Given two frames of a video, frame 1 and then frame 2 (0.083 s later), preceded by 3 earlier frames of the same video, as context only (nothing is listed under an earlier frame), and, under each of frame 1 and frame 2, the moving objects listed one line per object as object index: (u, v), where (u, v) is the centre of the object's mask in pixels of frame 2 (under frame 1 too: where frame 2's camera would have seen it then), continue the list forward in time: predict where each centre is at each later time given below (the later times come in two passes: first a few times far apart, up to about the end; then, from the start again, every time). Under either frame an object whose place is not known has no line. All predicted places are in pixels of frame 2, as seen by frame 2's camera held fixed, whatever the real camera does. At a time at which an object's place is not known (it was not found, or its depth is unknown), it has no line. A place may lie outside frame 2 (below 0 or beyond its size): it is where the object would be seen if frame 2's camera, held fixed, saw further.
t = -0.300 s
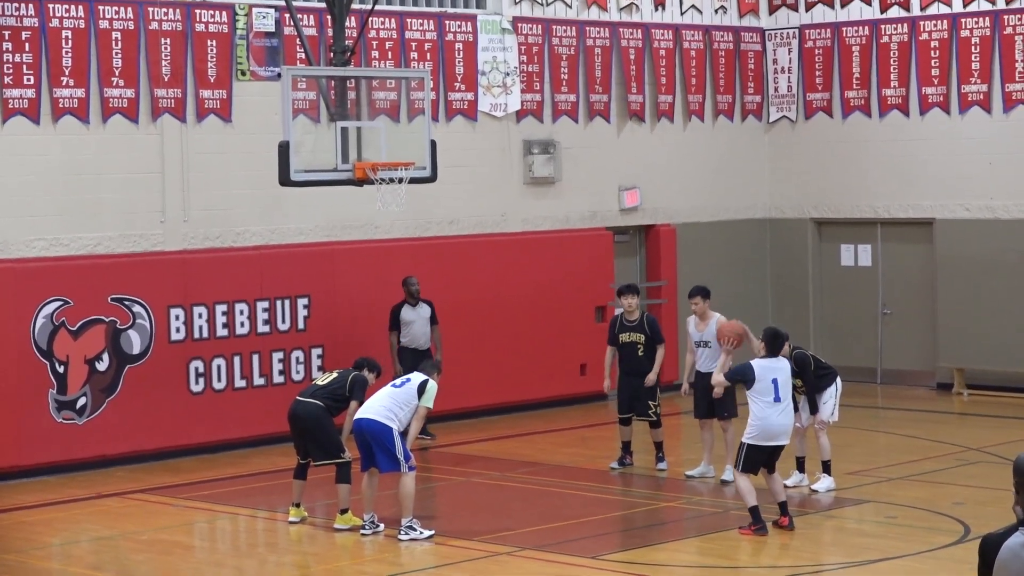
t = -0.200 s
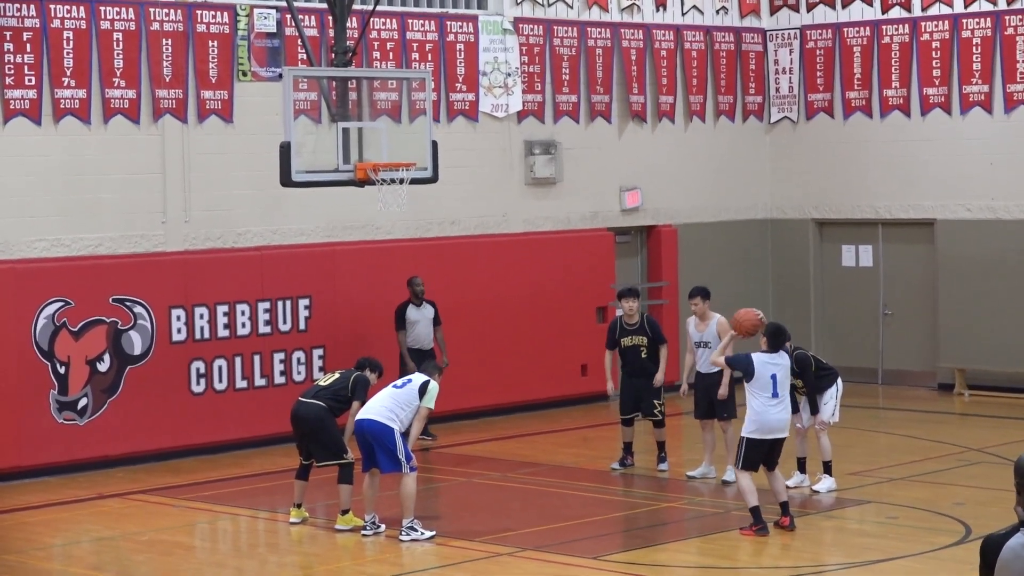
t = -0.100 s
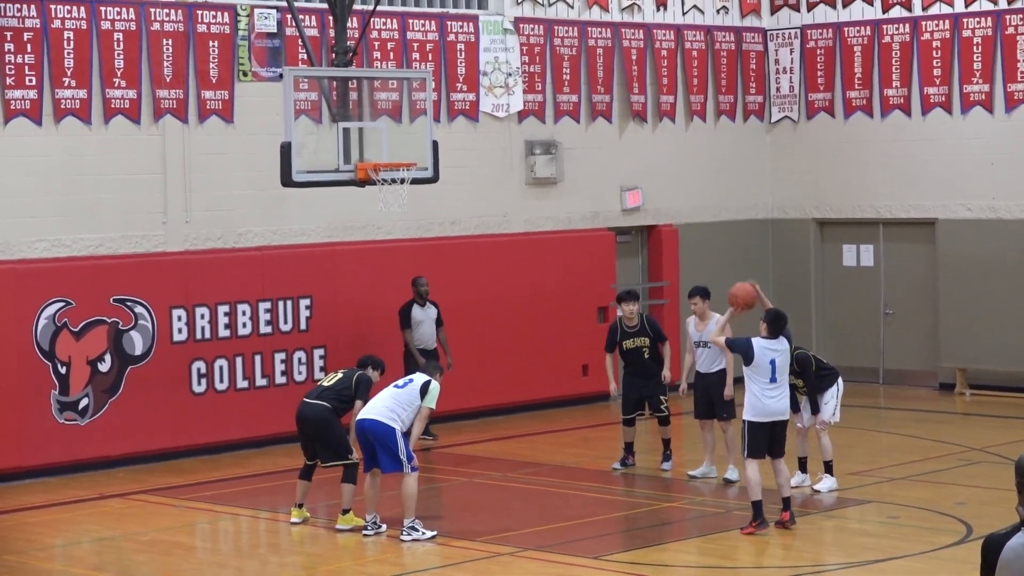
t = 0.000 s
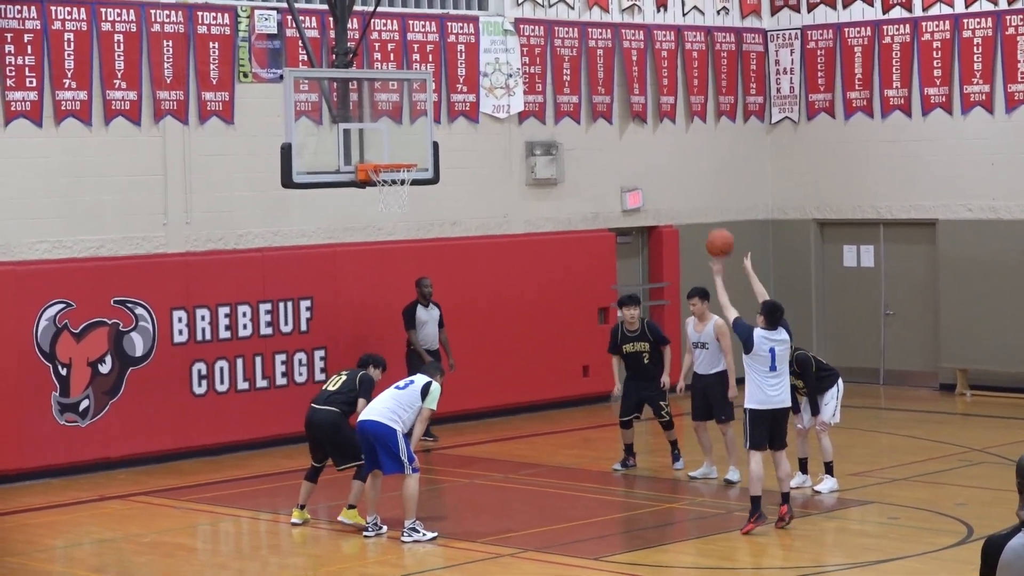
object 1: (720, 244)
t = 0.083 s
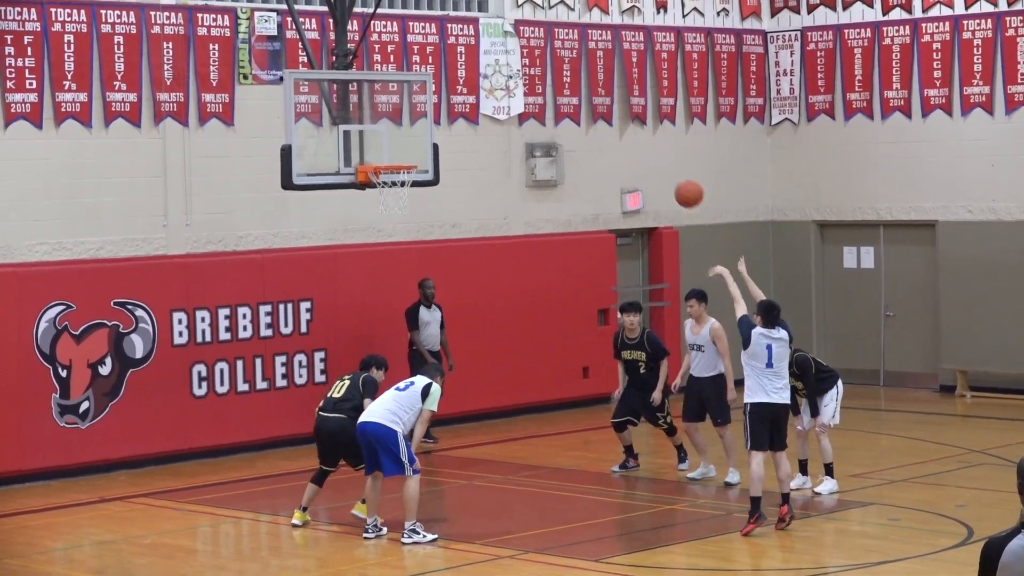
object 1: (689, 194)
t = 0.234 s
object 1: (635, 124)
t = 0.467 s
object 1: (559, 70)
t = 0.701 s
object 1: (489, 79)
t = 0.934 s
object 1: (425, 142)
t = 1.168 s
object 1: (435, 115)
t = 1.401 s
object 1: (456, 117)
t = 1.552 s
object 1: (470, 148)
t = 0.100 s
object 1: (683, 185)
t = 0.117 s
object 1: (677, 176)
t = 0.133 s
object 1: (671, 167)
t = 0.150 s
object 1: (665, 159)
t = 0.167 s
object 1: (659, 152)
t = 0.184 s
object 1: (653, 145)
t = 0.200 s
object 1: (647, 138)
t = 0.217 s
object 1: (642, 131)
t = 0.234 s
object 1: (635, 124)
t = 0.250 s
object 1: (630, 118)
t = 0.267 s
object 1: (624, 113)
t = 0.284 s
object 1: (618, 107)
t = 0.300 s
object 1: (613, 103)
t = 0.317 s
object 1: (607, 98)
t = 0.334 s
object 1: (602, 93)
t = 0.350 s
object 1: (597, 89)
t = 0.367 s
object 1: (591, 86)
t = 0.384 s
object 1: (585, 82)
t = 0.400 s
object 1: (581, 79)
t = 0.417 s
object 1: (575, 77)
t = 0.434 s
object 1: (569, 74)
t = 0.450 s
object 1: (565, 72)
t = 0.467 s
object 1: (559, 70)
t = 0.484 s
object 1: (554, 69)
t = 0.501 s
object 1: (549, 68)
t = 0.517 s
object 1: (543, 68)
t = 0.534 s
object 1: (538, 67)
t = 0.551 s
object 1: (534, 67)
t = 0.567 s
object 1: (529, 67)
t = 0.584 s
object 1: (523, 67)
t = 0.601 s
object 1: (518, 68)
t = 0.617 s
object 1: (513, 69)
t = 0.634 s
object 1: (508, 70)
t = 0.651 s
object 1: (503, 72)
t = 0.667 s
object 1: (498, 74)
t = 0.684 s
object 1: (494, 76)
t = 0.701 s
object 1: (489, 79)
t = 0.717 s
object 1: (484, 81)
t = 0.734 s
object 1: (478, 84)
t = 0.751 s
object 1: (475, 87)
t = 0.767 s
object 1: (470, 91)
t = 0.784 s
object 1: (466, 95)
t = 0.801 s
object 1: (461, 99)
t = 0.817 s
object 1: (456, 103)
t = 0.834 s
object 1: (452, 108)
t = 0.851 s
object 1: (447, 113)
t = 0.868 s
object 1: (443, 118)
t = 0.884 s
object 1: (438, 124)
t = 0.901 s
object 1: (434, 130)
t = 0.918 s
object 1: (430, 136)
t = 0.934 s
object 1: (425, 142)
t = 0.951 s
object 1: (421, 149)
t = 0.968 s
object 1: (418, 155)
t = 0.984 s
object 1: (418, 152)
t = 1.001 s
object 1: (420, 148)
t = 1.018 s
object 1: (421, 143)
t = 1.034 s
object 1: (422, 139)
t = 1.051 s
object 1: (424, 135)
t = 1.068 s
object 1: (425, 131)
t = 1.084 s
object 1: (427, 128)
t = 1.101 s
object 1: (429, 125)
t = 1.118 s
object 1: (430, 122)
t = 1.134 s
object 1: (432, 120)
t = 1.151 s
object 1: (433, 117)
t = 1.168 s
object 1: (435, 115)
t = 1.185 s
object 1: (435, 114)
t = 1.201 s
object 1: (437, 112)
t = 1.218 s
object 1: (438, 111)
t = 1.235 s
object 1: (440, 110)
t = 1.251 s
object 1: (440, 110)
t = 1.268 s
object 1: (443, 110)
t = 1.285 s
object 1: (445, 110)
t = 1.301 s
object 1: (446, 111)
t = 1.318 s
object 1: (447, 111)
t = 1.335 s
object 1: (449, 111)
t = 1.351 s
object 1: (450, 112)
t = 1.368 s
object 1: (453, 113)
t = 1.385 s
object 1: (454, 116)
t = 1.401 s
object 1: (456, 117)
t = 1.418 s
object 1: (457, 120)
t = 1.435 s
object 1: (459, 122)
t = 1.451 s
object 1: (460, 125)
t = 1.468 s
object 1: (462, 128)
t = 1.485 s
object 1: (463, 131)
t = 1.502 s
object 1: (465, 135)
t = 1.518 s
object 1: (467, 139)
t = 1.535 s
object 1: (469, 144)
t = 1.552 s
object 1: (470, 148)
